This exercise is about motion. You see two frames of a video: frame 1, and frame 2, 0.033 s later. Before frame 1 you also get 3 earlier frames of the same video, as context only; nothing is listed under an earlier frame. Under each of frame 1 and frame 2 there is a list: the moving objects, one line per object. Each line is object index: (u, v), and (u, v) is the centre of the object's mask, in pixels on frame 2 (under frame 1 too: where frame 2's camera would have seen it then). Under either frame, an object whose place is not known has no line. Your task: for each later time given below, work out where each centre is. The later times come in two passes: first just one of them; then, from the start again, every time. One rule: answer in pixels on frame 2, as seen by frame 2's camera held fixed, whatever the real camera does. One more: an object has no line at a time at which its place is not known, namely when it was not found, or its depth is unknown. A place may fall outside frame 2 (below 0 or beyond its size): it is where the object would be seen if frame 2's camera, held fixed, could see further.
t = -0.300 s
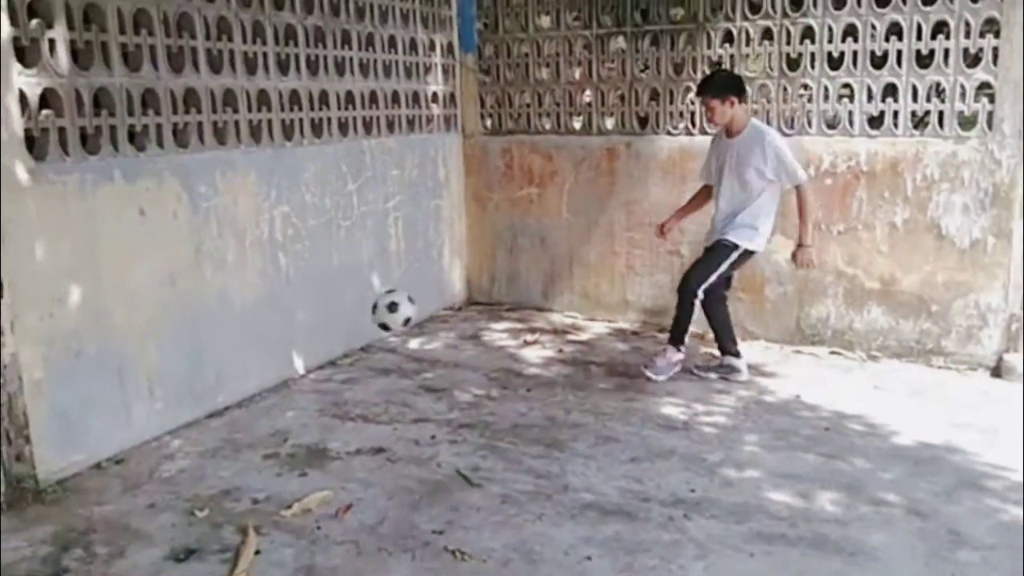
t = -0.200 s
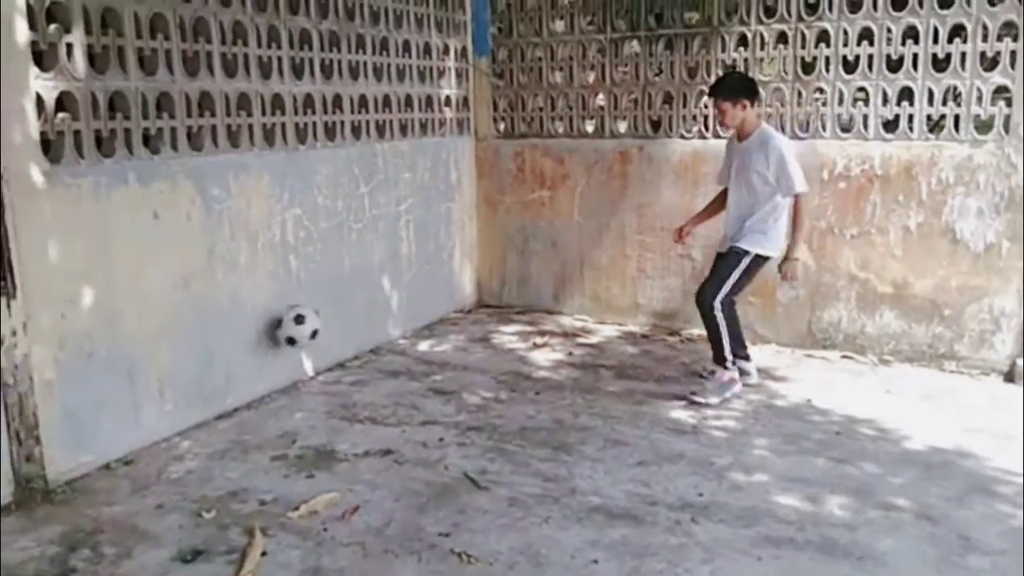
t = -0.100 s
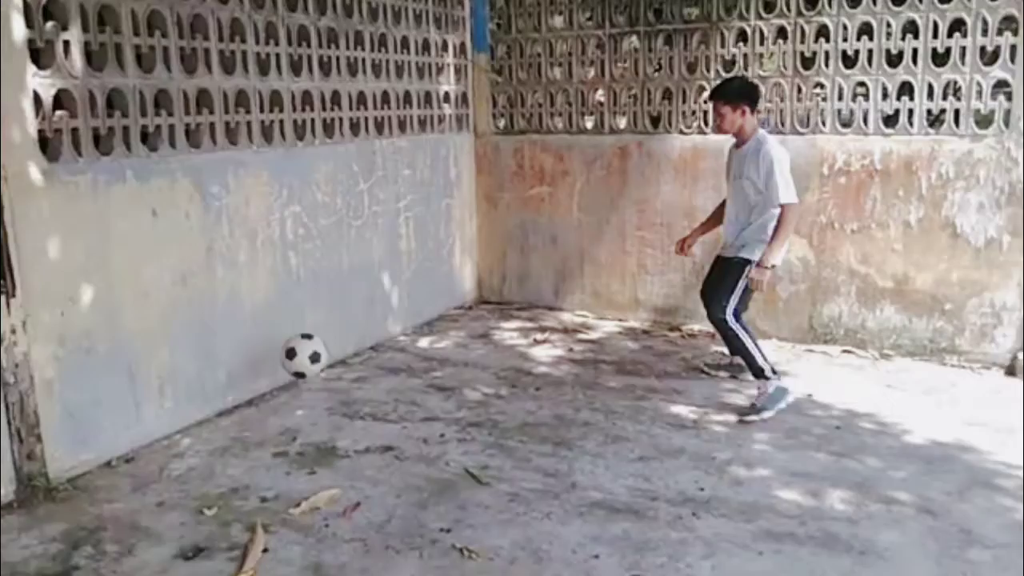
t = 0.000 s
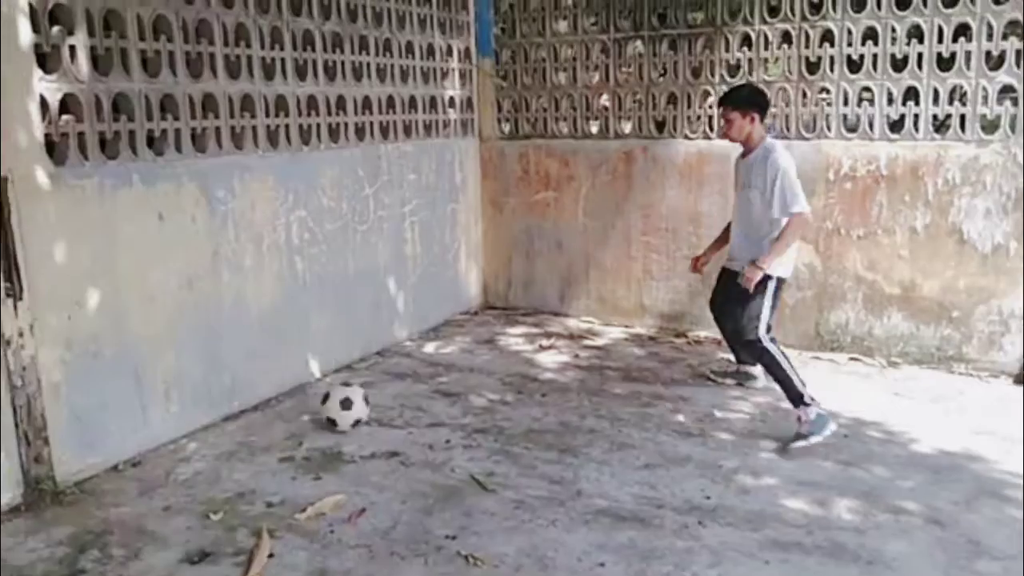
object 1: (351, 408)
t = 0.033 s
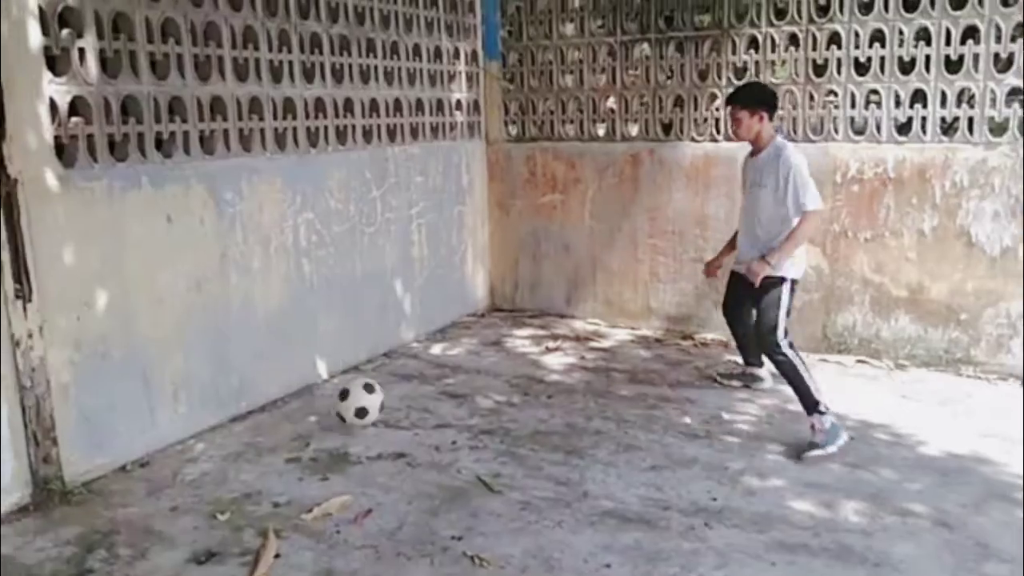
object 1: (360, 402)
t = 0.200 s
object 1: (403, 403)
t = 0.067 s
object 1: (368, 398)
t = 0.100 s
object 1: (375, 396)
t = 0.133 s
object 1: (384, 396)
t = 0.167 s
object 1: (393, 398)
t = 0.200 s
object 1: (403, 403)
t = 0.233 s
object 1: (413, 411)
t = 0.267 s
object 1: (423, 422)
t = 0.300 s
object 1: (434, 438)
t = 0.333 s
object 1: (446, 454)
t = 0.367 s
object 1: (457, 458)
